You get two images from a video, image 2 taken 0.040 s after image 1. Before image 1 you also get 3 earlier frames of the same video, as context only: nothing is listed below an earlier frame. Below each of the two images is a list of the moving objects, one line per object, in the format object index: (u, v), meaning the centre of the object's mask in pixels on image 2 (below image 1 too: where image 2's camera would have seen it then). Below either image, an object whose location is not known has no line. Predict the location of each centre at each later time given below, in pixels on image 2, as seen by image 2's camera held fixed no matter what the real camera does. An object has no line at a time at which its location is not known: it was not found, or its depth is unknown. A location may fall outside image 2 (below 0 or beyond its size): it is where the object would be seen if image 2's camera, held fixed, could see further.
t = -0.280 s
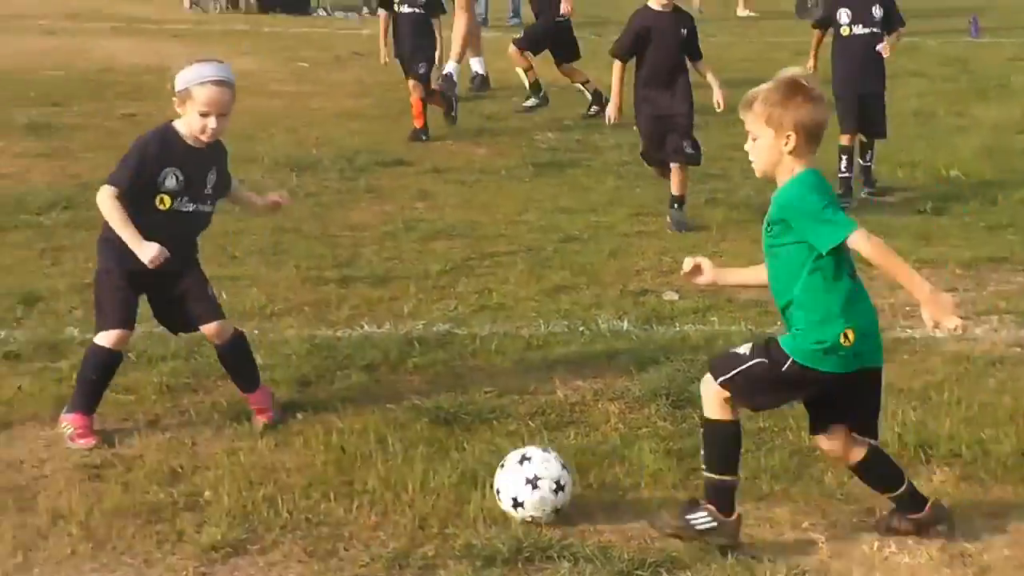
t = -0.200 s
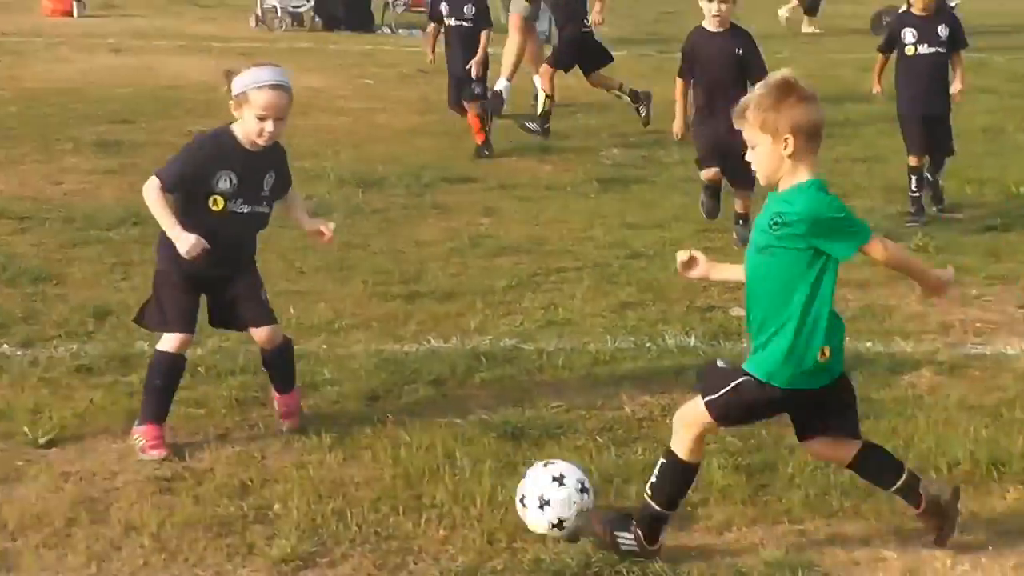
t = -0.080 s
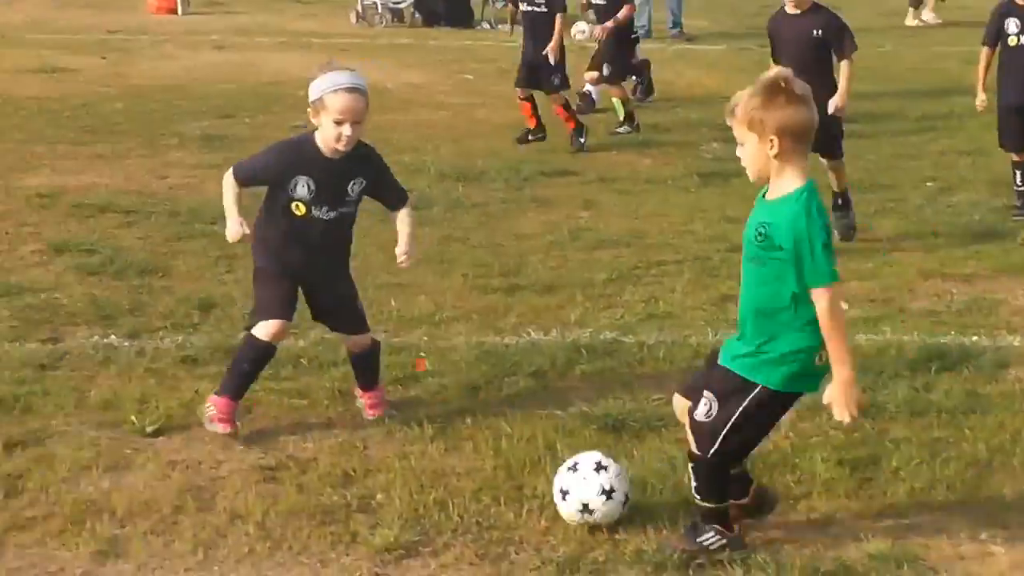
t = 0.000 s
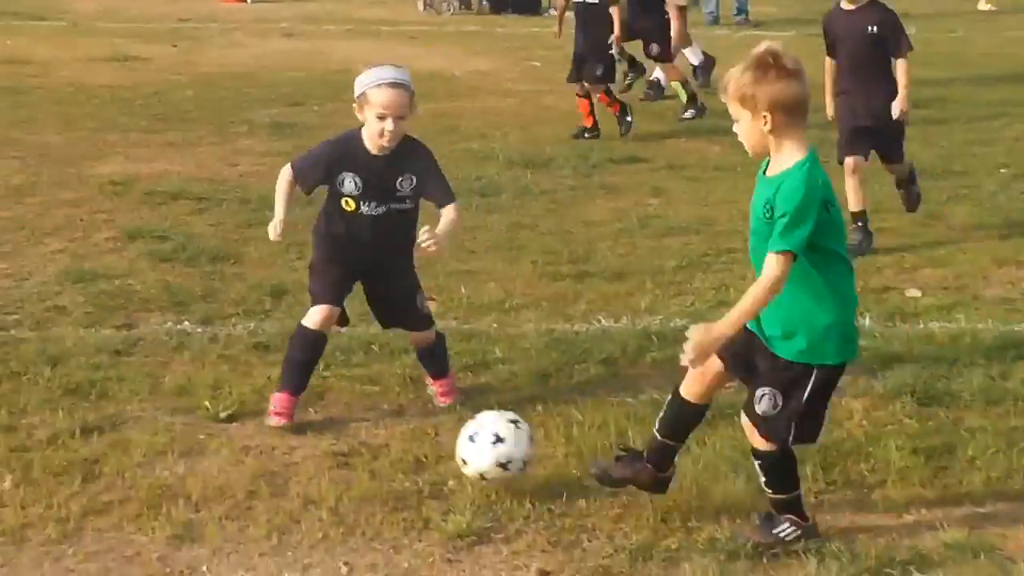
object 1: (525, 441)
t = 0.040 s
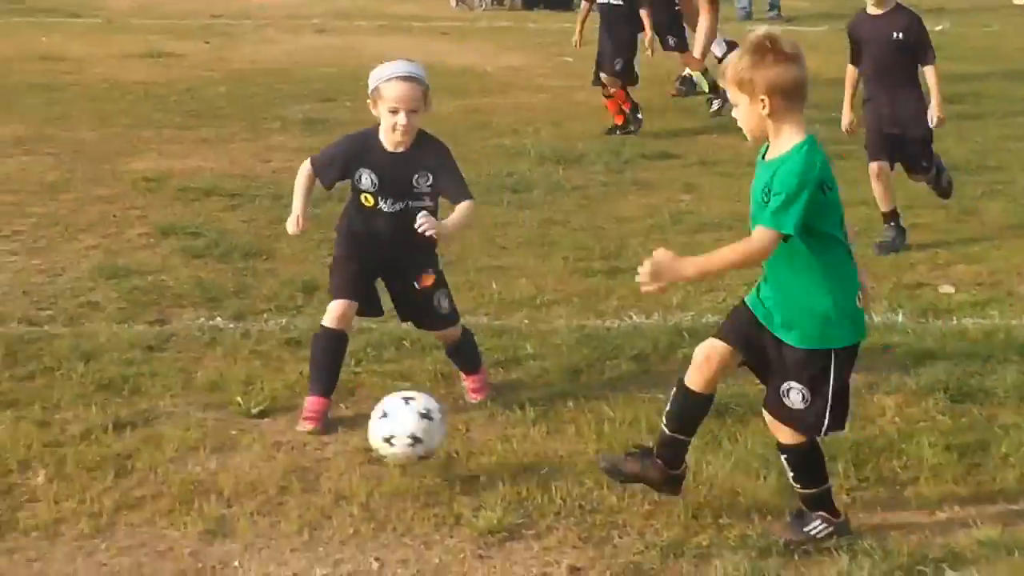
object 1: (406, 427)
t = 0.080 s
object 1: (289, 418)
